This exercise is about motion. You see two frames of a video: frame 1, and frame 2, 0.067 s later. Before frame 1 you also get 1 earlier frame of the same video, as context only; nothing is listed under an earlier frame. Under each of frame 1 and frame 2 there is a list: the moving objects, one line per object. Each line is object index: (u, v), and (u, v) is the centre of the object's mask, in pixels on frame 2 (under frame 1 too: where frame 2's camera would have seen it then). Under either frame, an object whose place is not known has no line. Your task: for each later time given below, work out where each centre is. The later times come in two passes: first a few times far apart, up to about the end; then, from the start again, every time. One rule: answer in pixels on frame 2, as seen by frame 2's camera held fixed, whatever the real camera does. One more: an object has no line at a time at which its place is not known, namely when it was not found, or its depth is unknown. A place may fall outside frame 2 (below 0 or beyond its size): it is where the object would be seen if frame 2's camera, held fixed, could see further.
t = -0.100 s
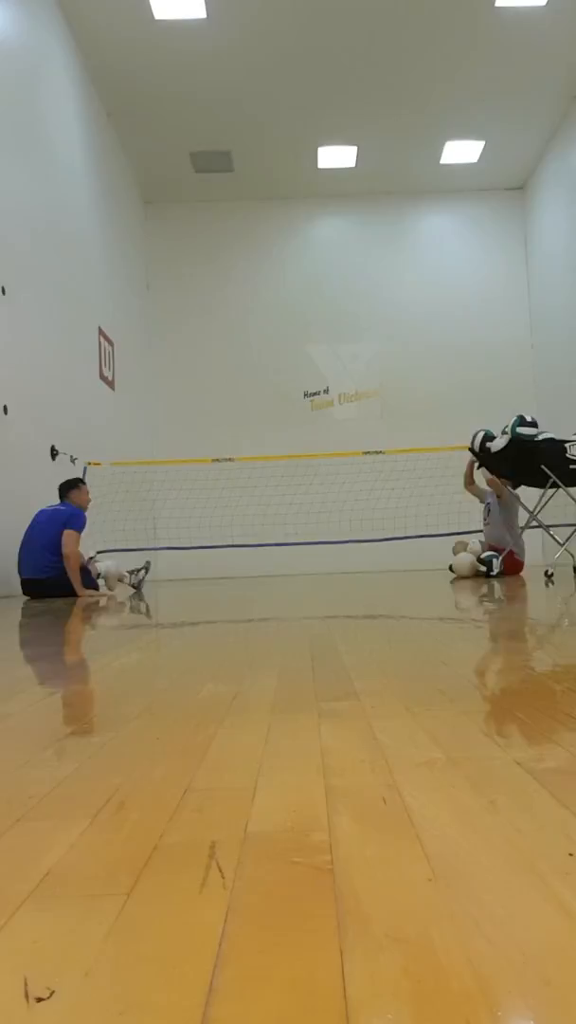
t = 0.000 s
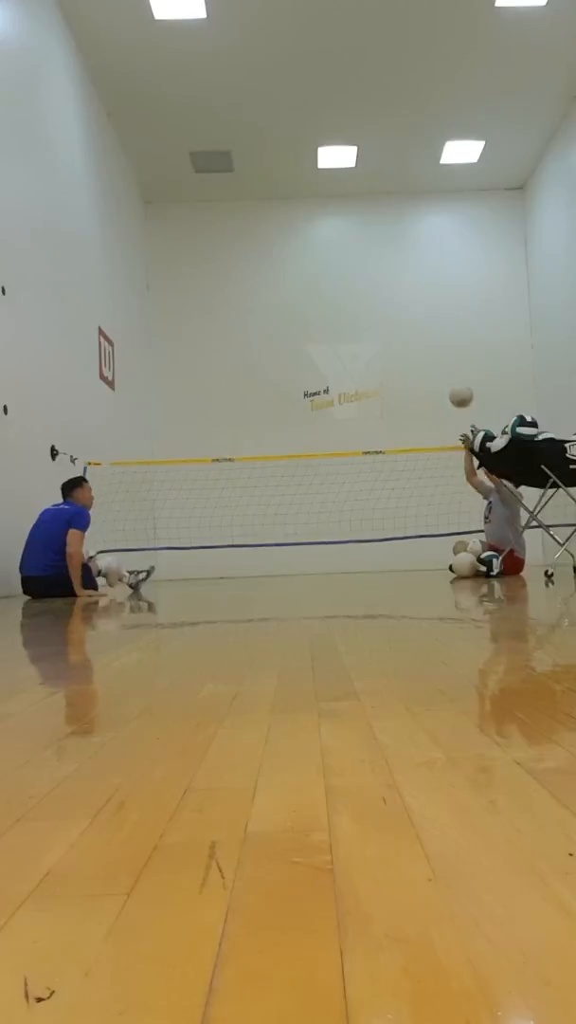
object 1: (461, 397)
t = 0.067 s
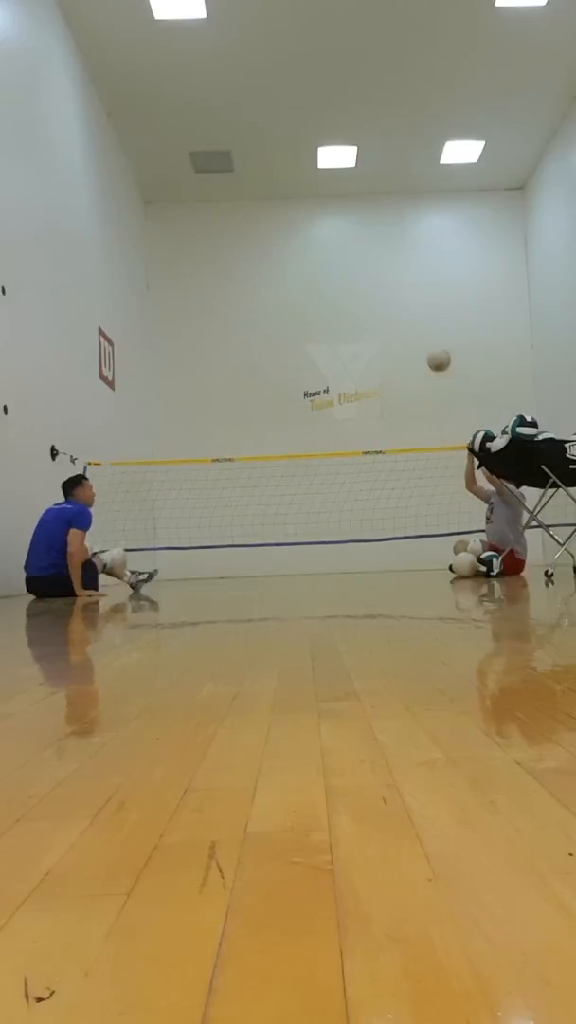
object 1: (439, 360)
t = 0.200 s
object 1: (396, 304)
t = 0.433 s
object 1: (326, 253)
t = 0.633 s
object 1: (267, 255)
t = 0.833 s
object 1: (212, 299)
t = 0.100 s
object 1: (428, 344)
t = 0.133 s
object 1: (417, 329)
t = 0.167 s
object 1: (407, 316)
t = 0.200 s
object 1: (396, 304)
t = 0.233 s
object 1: (386, 293)
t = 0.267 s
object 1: (375, 283)
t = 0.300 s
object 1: (365, 275)
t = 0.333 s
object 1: (355, 267)
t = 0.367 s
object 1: (345, 262)
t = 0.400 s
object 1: (335, 256)
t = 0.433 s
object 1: (326, 253)
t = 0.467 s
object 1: (316, 250)
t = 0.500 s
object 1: (306, 249)
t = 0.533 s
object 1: (297, 250)
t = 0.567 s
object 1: (287, 251)
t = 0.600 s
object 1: (277, 253)
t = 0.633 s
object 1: (267, 255)
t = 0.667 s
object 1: (258, 259)
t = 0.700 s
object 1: (248, 265)
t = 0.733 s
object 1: (239, 272)
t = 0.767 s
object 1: (230, 279)
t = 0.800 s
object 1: (221, 288)
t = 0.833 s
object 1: (212, 299)
